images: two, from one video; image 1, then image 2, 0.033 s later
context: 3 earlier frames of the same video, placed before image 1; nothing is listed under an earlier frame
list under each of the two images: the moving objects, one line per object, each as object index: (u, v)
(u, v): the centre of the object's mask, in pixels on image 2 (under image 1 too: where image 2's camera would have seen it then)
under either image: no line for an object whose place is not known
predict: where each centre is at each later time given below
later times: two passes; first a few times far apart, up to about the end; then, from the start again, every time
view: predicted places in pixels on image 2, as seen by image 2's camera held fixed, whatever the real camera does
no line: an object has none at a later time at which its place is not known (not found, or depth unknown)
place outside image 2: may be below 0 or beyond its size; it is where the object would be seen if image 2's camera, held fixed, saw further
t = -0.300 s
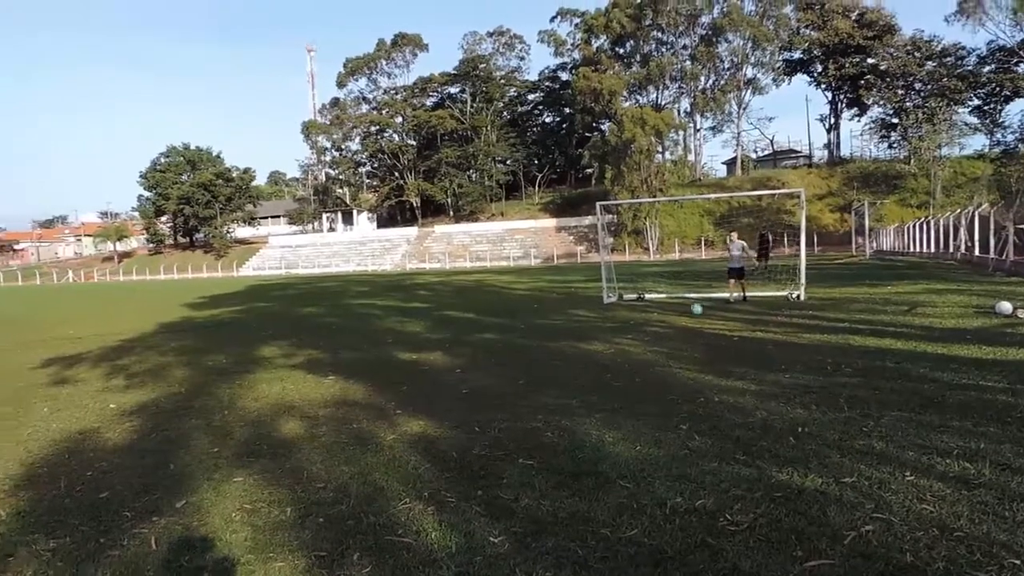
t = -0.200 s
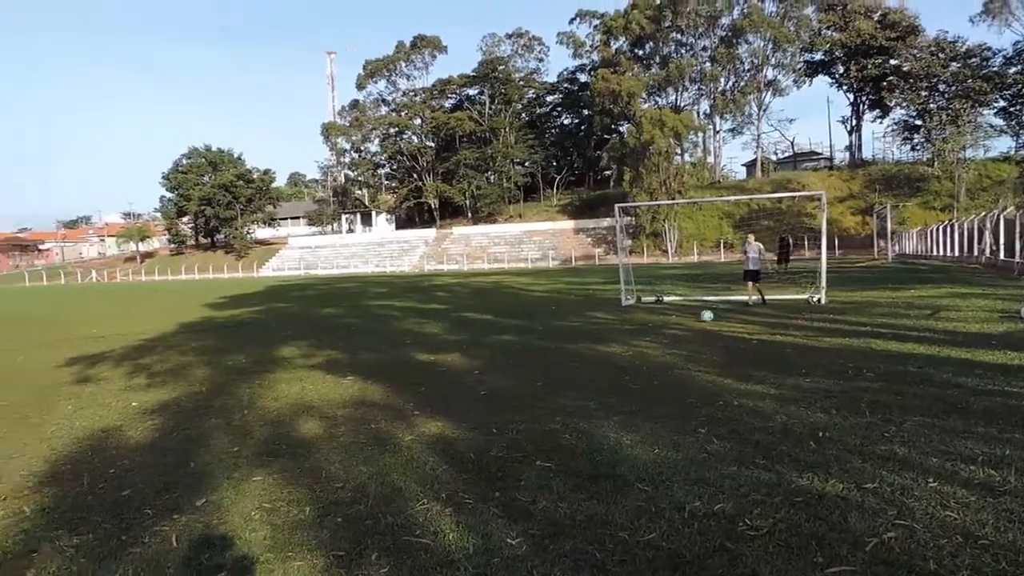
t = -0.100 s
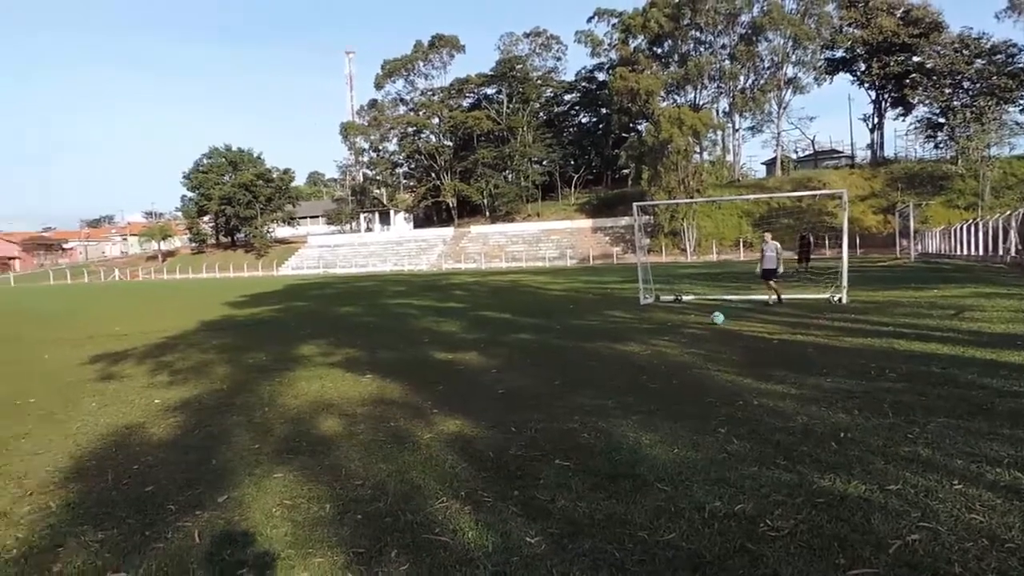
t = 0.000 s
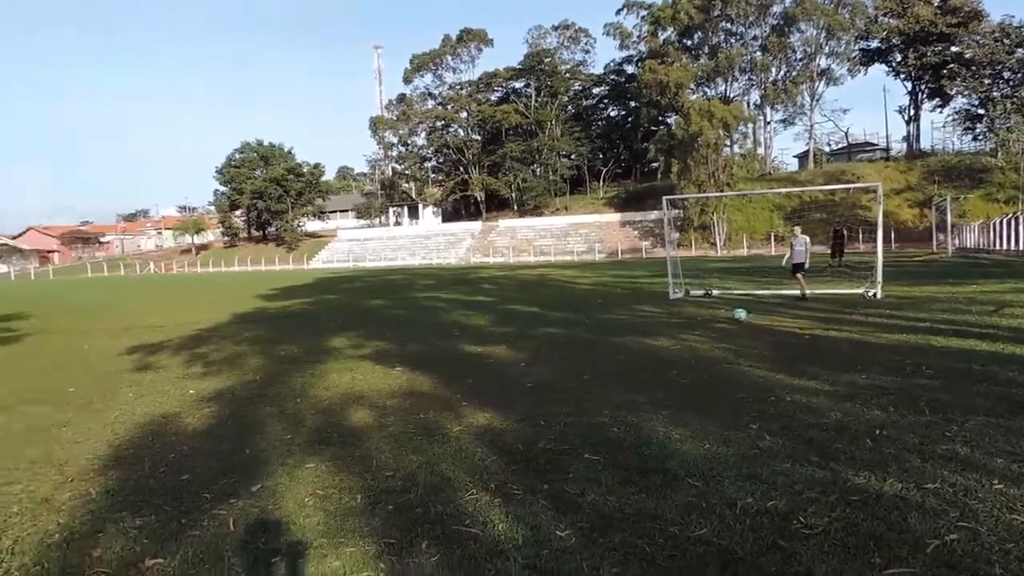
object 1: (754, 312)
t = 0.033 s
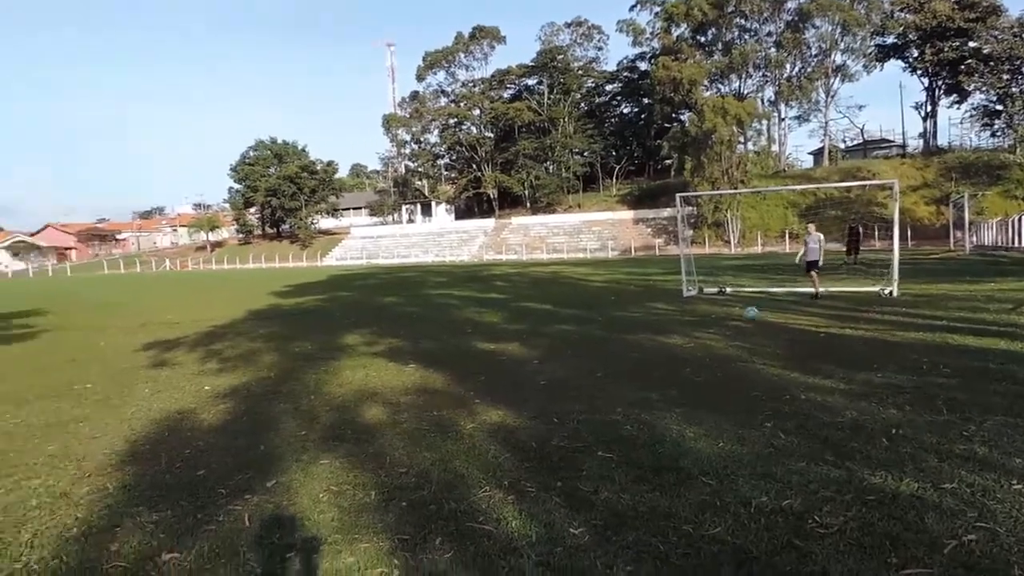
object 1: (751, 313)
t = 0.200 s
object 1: (738, 318)
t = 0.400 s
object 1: (722, 322)
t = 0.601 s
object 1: (703, 331)
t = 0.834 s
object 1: (676, 339)
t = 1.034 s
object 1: (655, 348)
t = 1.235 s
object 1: (630, 357)
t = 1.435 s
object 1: (602, 366)
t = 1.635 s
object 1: (572, 374)
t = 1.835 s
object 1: (538, 384)
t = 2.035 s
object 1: (500, 396)
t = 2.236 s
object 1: (458, 406)
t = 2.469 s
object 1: (404, 425)
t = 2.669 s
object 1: (353, 446)
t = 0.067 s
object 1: (747, 314)
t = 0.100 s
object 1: (745, 317)
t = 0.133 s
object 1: (744, 317)
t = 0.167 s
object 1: (742, 317)
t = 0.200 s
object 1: (738, 318)
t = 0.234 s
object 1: (737, 317)
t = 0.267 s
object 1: (734, 319)
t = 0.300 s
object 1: (731, 321)
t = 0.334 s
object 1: (729, 321)
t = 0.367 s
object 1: (725, 322)
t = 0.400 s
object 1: (722, 322)
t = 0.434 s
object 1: (719, 323)
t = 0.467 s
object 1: (716, 325)
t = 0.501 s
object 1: (713, 328)
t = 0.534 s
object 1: (709, 330)
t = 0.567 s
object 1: (706, 331)
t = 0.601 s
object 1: (703, 331)
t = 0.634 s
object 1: (700, 333)
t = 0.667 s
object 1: (695, 334)
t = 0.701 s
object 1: (692, 336)
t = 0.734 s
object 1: (687, 335)
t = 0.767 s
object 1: (682, 336)
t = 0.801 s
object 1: (679, 337)
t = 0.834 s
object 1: (676, 339)
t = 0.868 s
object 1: (673, 342)
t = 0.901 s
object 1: (670, 344)
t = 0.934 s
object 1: (666, 344)
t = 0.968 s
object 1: (662, 346)
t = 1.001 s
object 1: (658, 347)
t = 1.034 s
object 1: (655, 348)
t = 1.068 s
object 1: (650, 350)
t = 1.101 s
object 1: (646, 352)
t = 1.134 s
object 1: (643, 352)
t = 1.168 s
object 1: (638, 353)
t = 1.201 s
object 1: (634, 356)
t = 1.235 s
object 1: (630, 357)
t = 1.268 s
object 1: (625, 357)
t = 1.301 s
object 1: (621, 358)
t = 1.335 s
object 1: (617, 360)
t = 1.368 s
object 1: (612, 362)
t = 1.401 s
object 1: (607, 365)
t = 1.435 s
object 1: (602, 366)
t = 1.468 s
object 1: (597, 368)
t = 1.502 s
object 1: (592, 371)
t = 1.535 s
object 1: (588, 371)
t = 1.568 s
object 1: (583, 371)
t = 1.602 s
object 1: (578, 372)
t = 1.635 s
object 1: (572, 374)
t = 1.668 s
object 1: (567, 377)
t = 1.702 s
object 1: (562, 382)
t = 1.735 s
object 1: (555, 382)
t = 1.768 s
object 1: (550, 382)
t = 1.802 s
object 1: (545, 382)
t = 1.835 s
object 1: (538, 384)
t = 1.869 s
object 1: (532, 388)
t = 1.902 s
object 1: (525, 391)
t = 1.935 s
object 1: (519, 396)
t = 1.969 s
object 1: (512, 394)
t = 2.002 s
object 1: (506, 395)
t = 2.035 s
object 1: (500, 396)
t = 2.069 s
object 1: (492, 399)
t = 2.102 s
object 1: (485, 402)
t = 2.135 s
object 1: (478, 407)
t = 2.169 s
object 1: (471, 407)
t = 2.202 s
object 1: (465, 406)
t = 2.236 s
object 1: (458, 406)
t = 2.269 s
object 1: (451, 408)
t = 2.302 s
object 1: (444, 411)
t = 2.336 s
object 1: (435, 416)
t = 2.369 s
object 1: (427, 422)
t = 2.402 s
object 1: (420, 422)
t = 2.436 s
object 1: (412, 423)
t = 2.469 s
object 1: (404, 425)
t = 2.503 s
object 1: (396, 429)
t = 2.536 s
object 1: (389, 434)
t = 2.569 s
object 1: (379, 438)
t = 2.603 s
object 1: (371, 440)
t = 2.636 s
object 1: (362, 442)
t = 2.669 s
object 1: (353, 446)
